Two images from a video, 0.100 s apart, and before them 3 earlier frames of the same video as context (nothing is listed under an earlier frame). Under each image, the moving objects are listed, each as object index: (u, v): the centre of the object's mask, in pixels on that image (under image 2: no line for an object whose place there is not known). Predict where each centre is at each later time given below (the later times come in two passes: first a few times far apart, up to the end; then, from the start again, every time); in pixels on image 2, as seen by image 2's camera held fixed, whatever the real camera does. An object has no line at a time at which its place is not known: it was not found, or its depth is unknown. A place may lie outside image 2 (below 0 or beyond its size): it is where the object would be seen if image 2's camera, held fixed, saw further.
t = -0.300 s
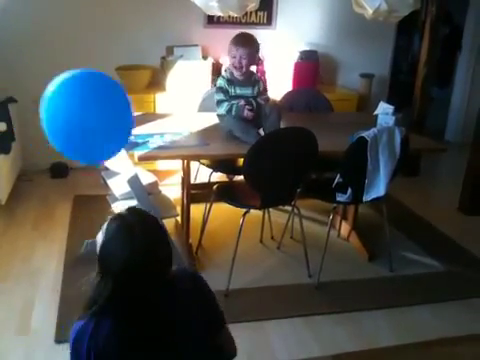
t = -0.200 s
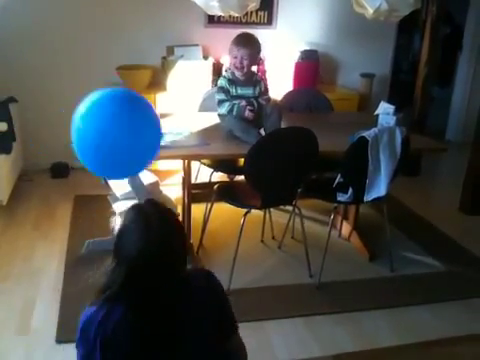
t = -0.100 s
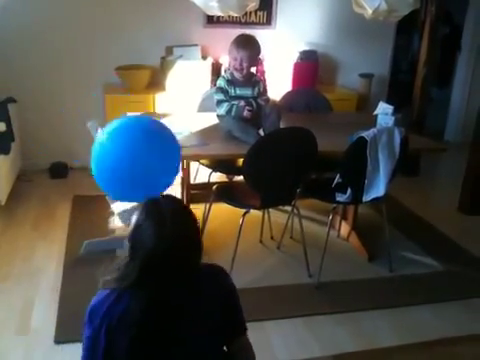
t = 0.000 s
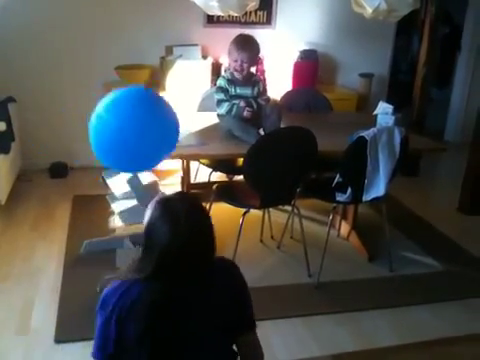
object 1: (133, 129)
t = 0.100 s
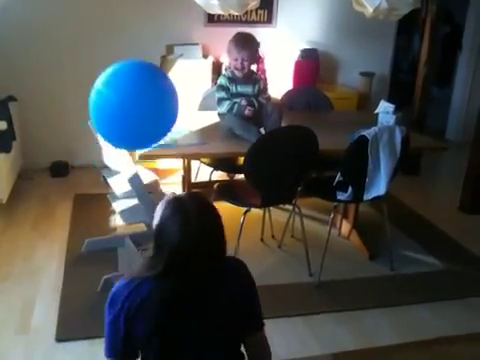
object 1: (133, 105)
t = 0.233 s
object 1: (133, 85)
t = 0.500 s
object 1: (133, 83)
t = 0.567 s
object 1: (133, 90)
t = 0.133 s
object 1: (133, 99)
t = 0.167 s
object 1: (133, 93)
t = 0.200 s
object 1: (133, 89)
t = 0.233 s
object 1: (133, 85)
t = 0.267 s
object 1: (133, 82)
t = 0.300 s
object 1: (133, 80)
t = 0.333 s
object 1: (133, 78)
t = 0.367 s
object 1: (133, 78)
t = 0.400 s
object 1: (133, 78)
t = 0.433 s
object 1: (133, 79)
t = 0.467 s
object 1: (133, 80)
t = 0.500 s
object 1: (133, 83)
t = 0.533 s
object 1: (133, 86)
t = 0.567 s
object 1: (133, 90)
